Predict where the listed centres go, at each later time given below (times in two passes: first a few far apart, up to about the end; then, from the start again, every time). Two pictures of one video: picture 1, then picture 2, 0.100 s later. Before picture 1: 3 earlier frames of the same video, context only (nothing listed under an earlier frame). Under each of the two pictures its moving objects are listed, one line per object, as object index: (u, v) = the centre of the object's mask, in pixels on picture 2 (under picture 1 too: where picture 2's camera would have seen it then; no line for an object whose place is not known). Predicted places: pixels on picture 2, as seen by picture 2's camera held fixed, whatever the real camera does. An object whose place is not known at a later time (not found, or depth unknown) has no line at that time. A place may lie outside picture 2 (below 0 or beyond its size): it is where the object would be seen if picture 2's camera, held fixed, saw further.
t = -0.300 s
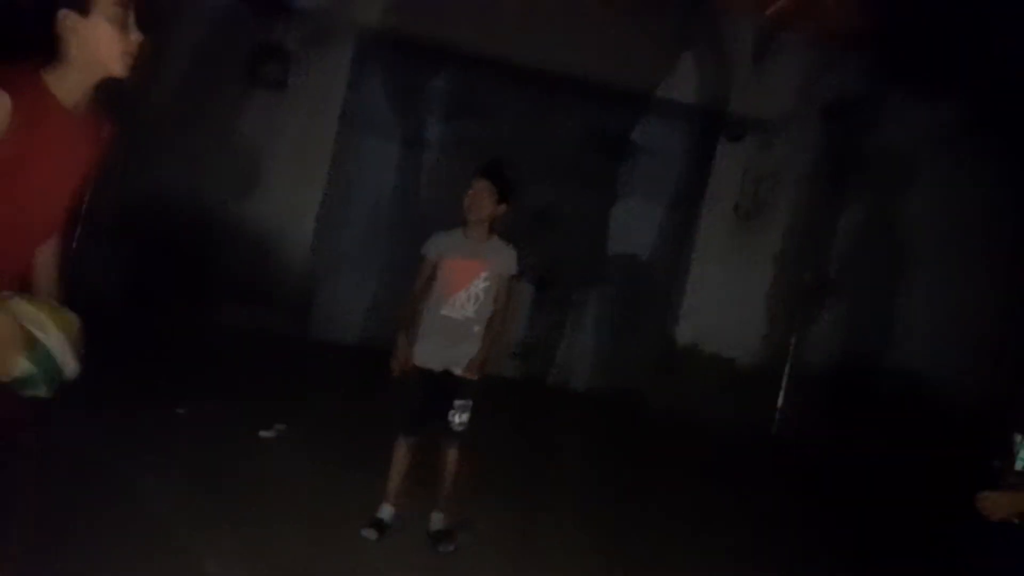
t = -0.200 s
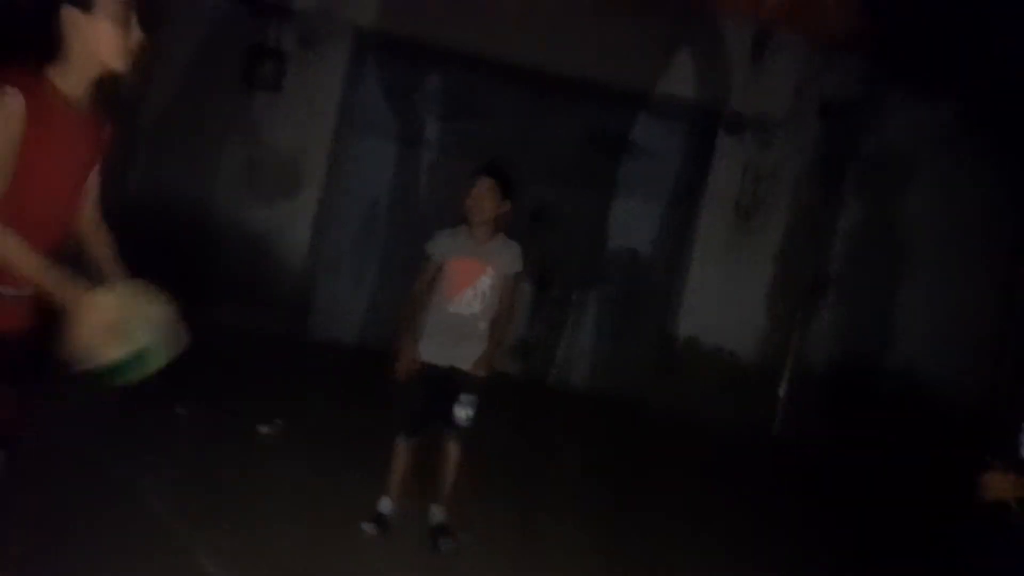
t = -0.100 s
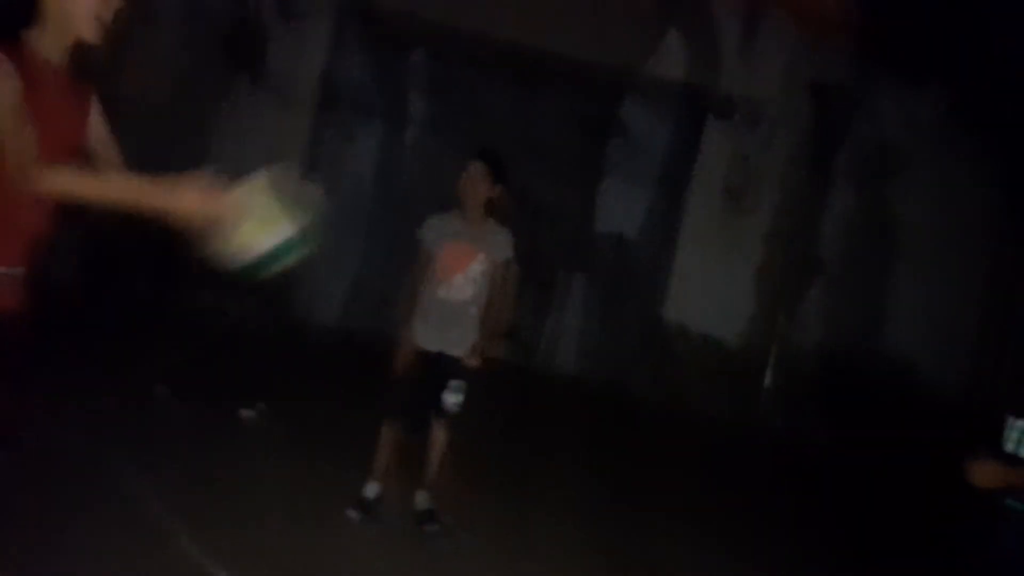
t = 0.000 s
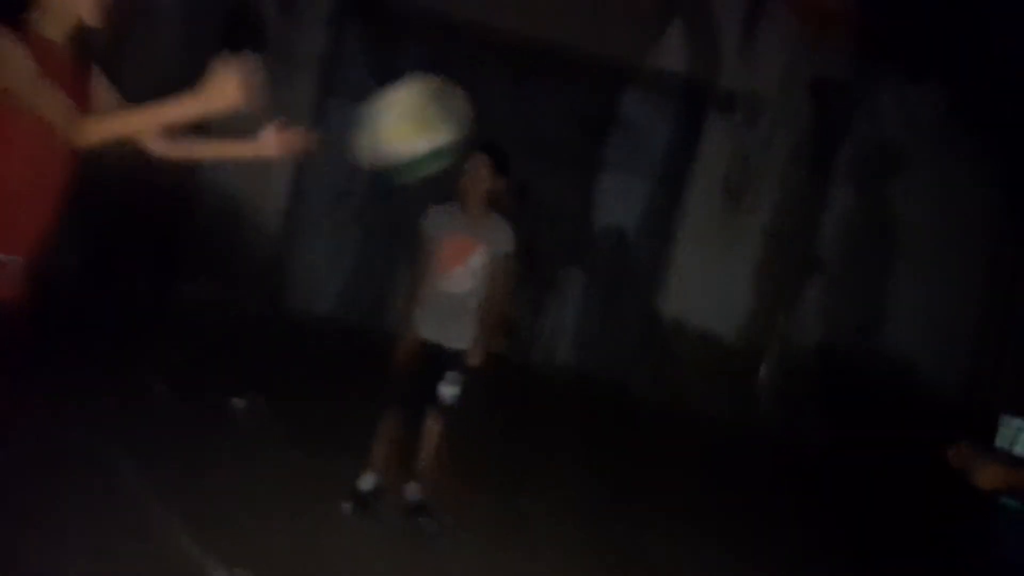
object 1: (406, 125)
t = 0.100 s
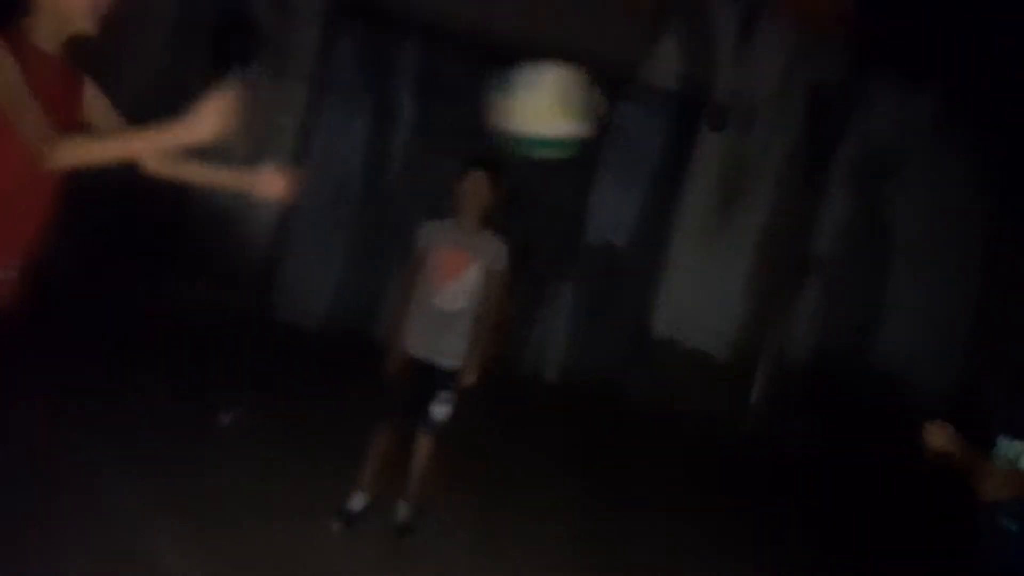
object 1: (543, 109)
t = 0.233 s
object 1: (705, 121)
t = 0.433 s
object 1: (901, 303)
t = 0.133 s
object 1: (584, 105)
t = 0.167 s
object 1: (626, 102)
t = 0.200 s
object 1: (665, 109)
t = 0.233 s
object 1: (705, 121)
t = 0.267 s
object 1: (746, 141)
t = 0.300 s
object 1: (778, 158)
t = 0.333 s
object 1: (812, 185)
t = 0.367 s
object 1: (844, 220)
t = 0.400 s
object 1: (874, 259)
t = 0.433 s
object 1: (901, 303)
